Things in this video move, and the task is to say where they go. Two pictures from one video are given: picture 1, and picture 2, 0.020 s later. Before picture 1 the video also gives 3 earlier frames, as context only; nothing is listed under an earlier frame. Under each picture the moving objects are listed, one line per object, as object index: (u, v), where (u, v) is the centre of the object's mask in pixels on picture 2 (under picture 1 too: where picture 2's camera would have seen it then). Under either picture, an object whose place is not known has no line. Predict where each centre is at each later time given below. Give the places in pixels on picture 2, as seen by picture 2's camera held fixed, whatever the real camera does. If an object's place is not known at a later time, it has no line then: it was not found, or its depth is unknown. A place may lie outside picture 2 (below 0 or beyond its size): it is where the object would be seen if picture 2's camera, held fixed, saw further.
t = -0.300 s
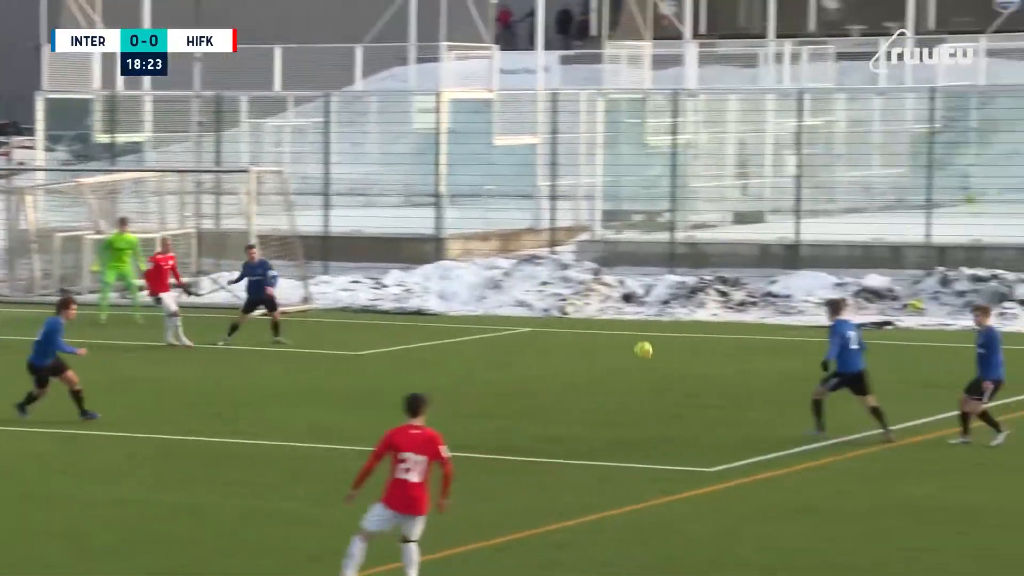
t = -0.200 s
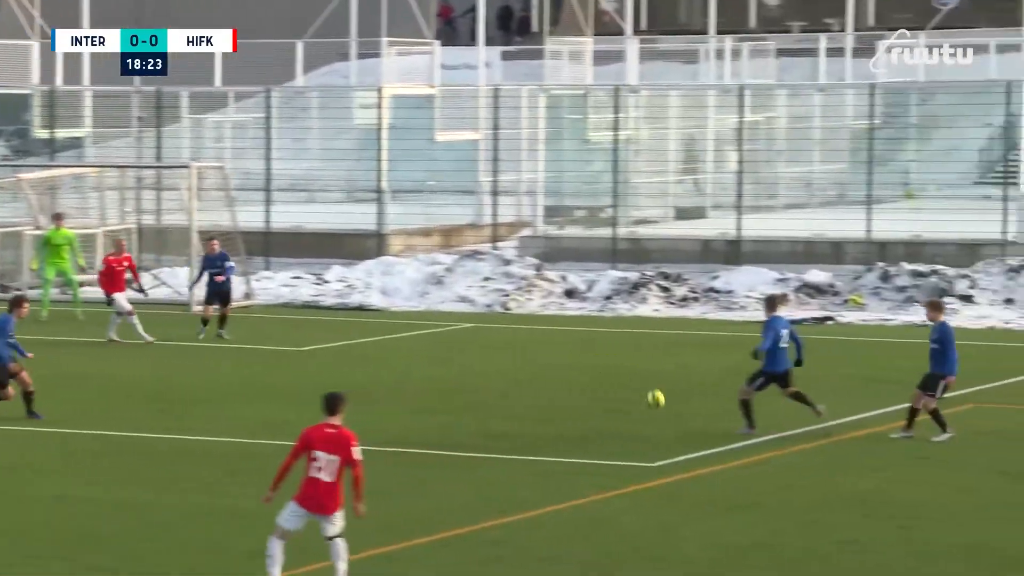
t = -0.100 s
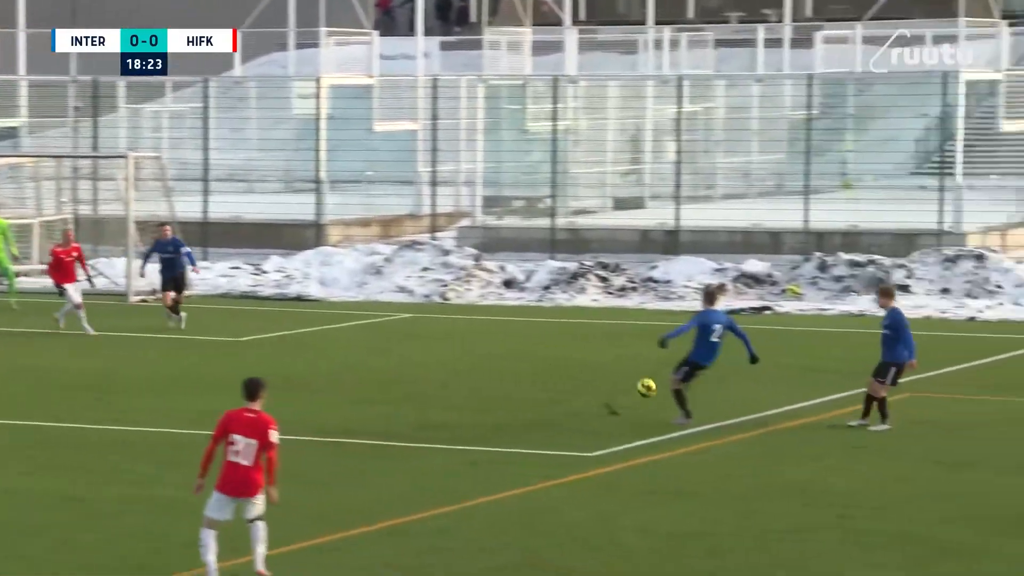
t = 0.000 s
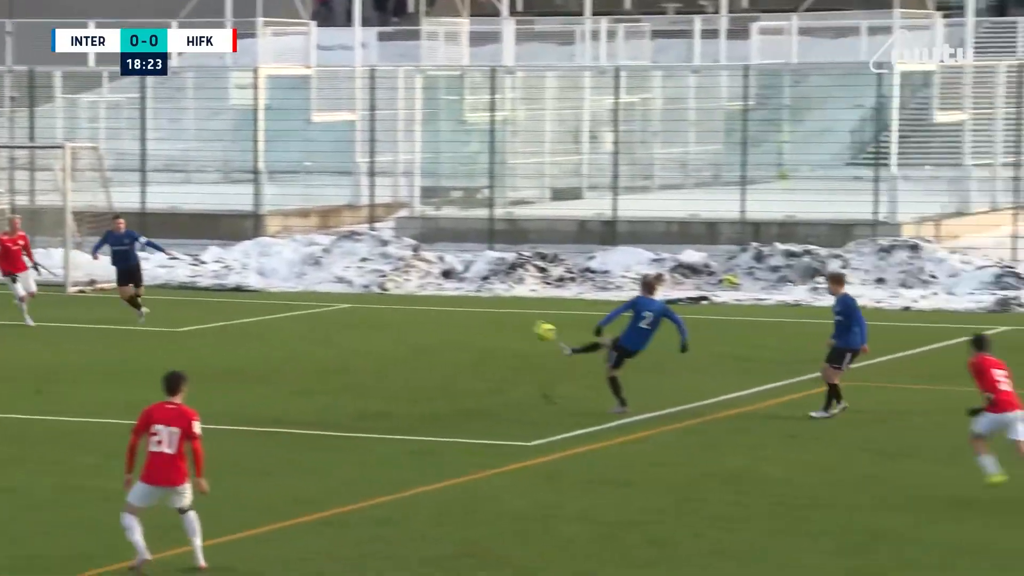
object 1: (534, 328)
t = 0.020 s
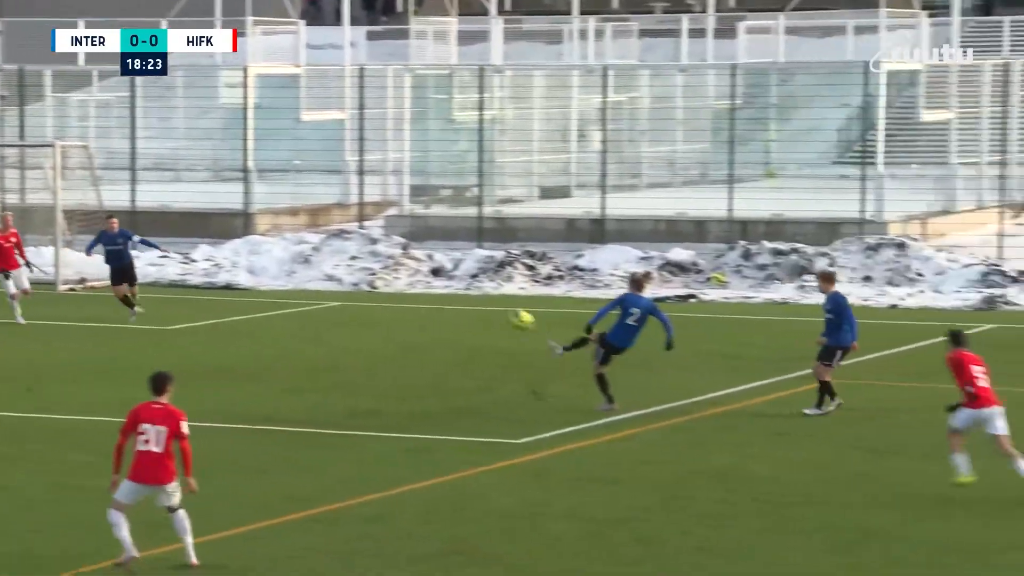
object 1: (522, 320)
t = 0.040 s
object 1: (511, 310)
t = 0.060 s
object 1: (500, 303)
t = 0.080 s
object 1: (490, 294)
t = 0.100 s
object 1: (477, 287)
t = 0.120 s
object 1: (465, 280)
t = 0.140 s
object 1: (454, 274)
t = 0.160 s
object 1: (442, 266)
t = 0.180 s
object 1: (433, 260)
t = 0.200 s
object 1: (420, 254)
